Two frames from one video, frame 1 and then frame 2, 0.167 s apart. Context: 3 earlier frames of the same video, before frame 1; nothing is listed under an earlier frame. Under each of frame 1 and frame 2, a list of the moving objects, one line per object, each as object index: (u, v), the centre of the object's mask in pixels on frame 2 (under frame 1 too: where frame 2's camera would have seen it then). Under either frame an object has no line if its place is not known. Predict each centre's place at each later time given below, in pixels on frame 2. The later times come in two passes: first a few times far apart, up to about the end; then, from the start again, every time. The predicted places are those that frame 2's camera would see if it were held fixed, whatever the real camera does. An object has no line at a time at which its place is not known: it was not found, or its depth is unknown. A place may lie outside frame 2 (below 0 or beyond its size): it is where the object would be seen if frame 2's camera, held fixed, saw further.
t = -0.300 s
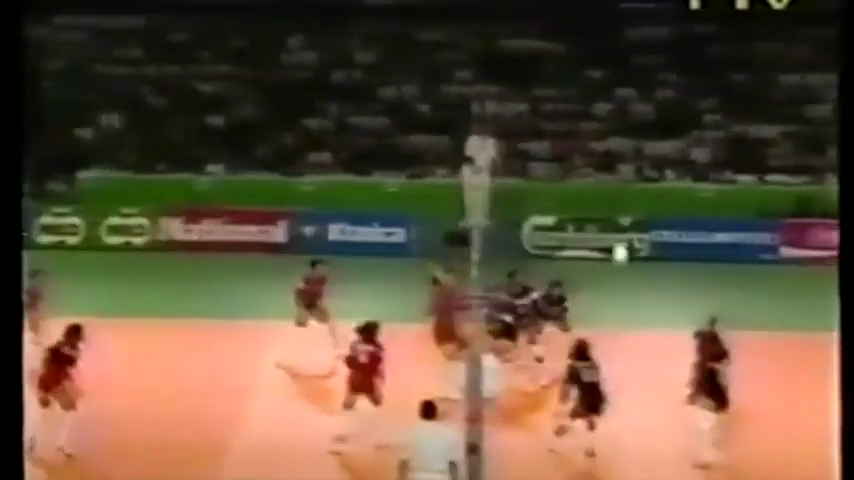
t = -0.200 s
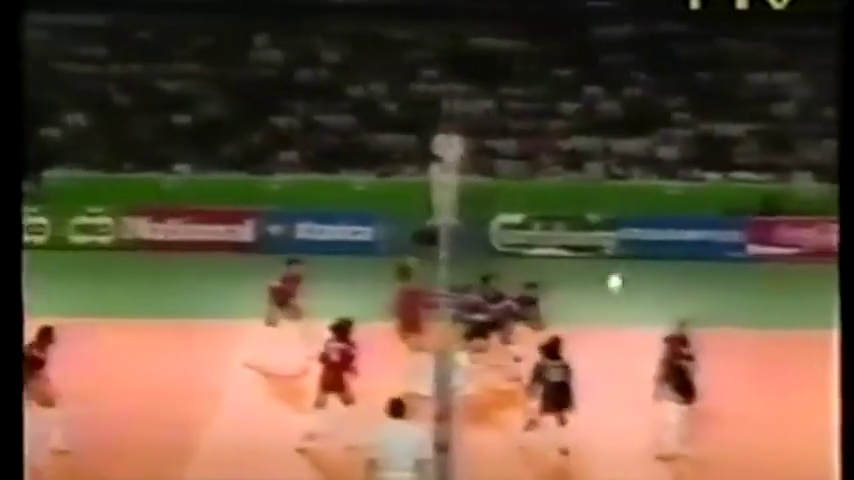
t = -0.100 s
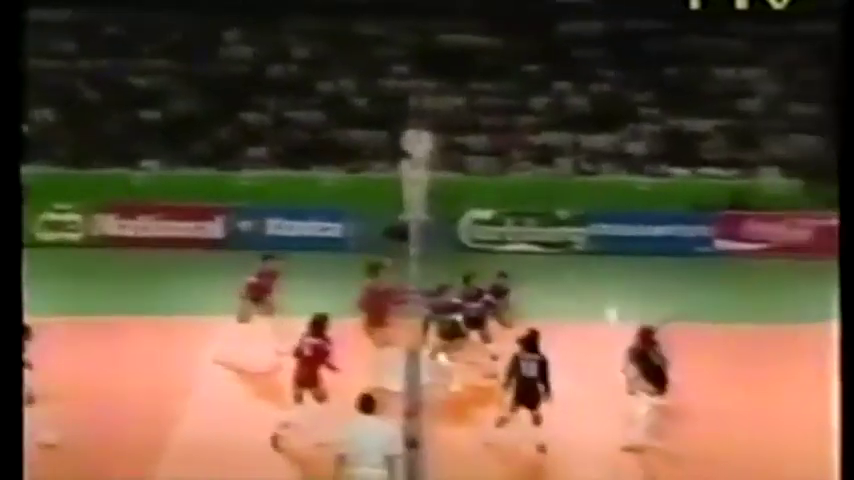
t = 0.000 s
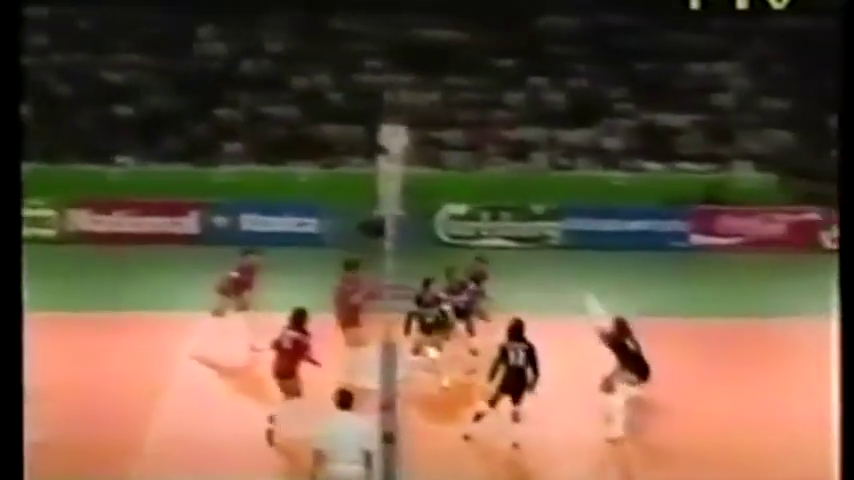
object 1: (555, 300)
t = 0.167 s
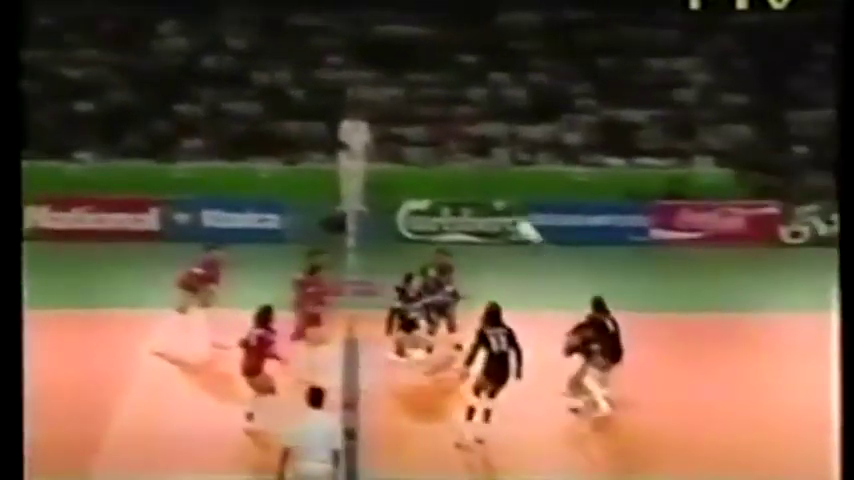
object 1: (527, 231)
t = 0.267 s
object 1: (512, 199)
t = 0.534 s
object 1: (468, 150)
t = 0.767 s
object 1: (434, 151)
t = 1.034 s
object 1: (394, 199)
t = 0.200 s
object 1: (523, 218)
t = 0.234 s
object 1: (518, 209)
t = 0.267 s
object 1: (512, 199)
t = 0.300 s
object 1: (508, 191)
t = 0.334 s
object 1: (501, 182)
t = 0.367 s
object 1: (497, 175)
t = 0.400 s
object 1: (492, 168)
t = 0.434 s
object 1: (487, 163)
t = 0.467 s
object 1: (480, 158)
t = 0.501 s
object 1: (471, 153)
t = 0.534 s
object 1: (468, 150)
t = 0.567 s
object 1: (464, 148)
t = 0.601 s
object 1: (460, 146)
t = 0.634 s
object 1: (456, 145)
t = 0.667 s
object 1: (451, 145)
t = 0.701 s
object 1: (444, 146)
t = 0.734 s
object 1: (440, 149)
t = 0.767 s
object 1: (434, 151)
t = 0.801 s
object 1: (429, 154)
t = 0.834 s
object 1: (424, 158)
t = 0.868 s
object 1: (419, 162)
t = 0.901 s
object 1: (415, 168)
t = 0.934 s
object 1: (409, 175)
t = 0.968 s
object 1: (405, 182)
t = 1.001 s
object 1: (400, 190)
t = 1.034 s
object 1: (394, 199)
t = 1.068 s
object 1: (389, 209)
